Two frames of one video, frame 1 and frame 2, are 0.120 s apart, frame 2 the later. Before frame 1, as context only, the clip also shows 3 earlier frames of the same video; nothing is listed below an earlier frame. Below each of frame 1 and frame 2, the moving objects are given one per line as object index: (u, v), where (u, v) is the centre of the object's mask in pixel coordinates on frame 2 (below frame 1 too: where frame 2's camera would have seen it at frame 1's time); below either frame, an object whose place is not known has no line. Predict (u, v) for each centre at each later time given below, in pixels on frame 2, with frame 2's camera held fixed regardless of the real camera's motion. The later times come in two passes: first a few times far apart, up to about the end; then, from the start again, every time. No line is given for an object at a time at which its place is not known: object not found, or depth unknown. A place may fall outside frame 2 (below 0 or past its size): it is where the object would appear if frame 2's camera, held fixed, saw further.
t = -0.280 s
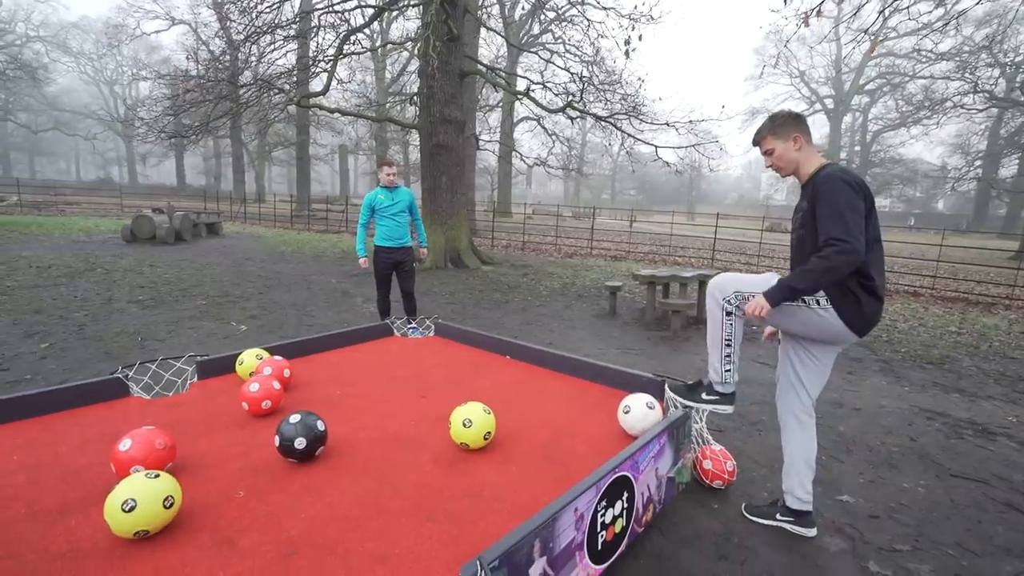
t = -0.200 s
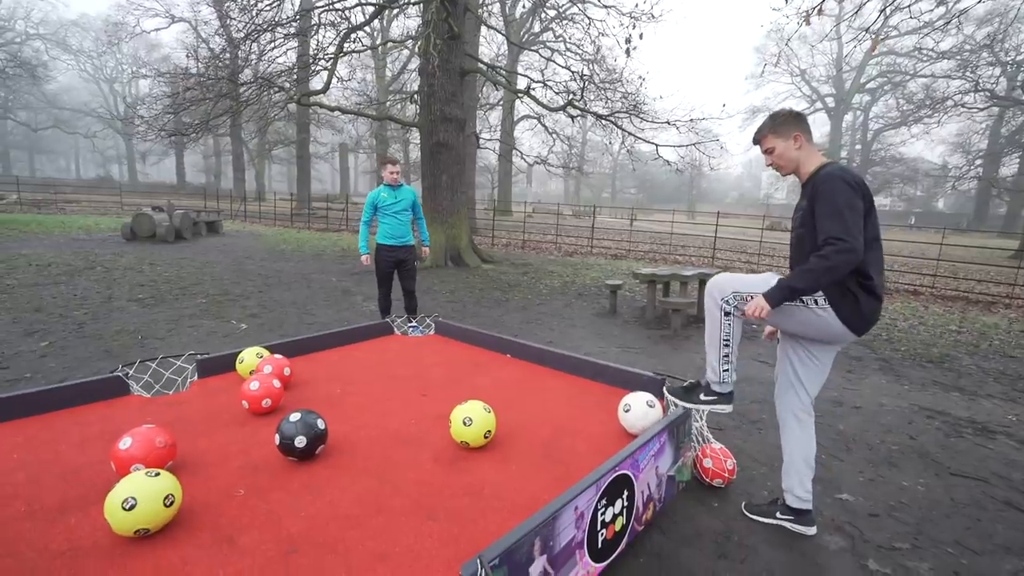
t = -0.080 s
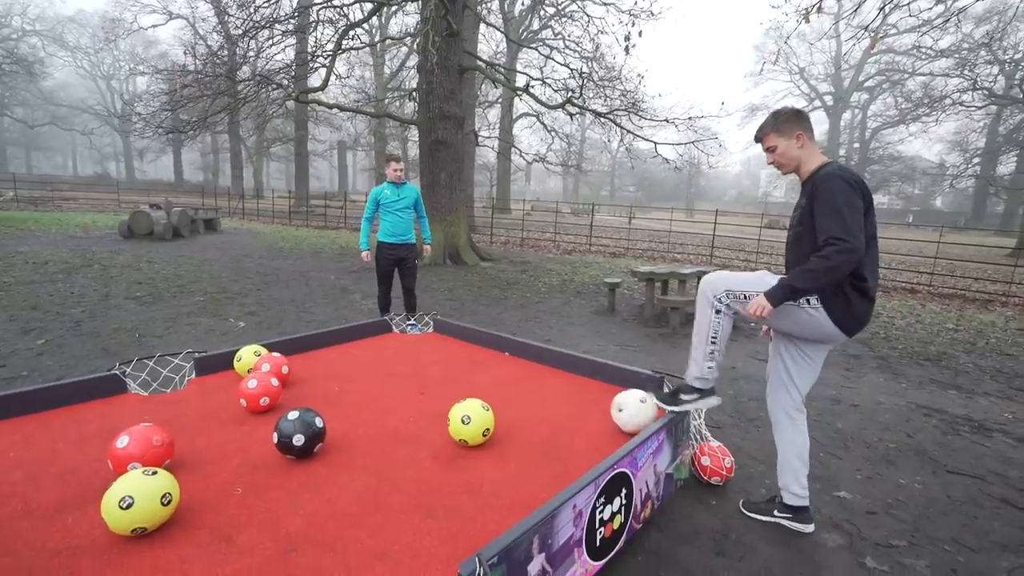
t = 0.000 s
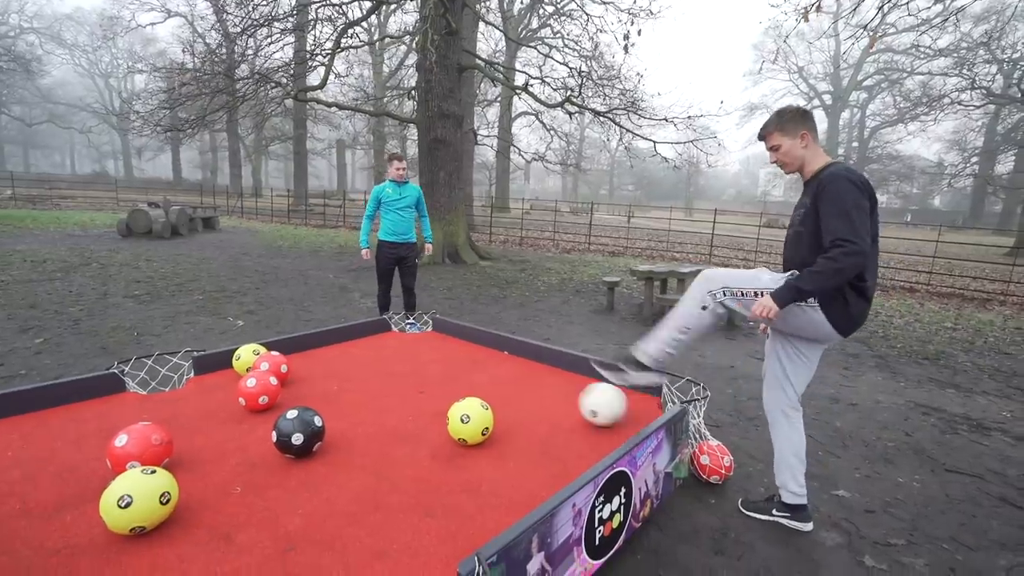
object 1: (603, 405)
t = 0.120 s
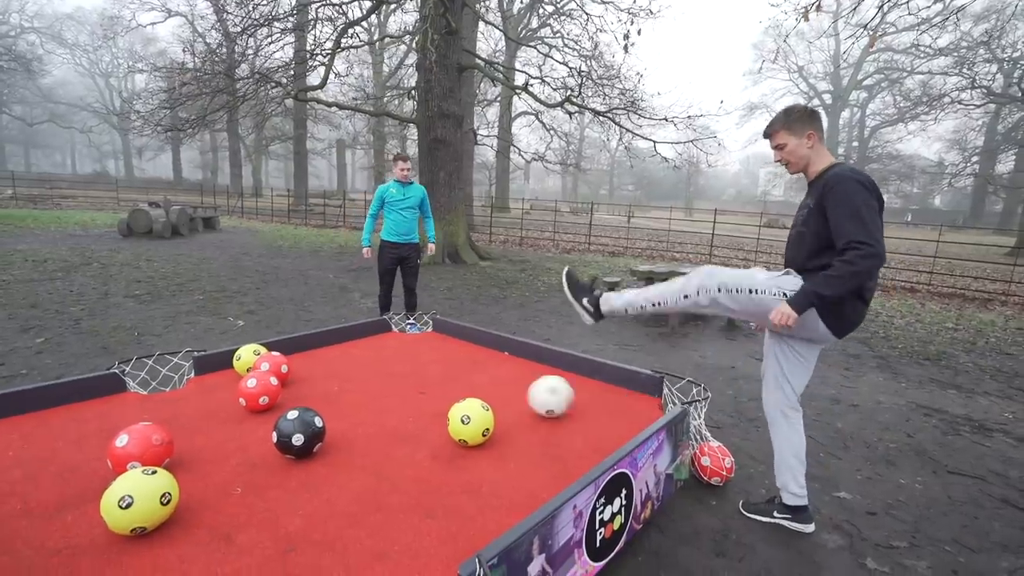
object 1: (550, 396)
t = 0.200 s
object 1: (517, 390)
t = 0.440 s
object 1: (433, 375)
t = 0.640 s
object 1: (373, 364)
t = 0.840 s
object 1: (320, 355)
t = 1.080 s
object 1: (276, 343)
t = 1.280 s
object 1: (277, 346)
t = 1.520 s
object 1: (272, 346)
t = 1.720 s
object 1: (270, 347)
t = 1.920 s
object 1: (266, 348)
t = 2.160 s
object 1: (264, 348)
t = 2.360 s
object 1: (266, 348)
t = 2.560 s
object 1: (265, 348)
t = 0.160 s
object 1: (534, 393)
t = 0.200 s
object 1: (517, 390)
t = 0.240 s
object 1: (502, 388)
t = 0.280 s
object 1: (488, 384)
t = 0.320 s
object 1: (473, 381)
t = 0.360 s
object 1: (459, 379)
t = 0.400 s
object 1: (446, 377)
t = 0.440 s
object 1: (433, 375)
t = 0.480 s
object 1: (419, 372)
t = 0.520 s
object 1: (407, 370)
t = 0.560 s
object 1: (395, 368)
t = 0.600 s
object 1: (384, 366)
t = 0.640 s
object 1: (373, 364)
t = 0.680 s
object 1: (362, 362)
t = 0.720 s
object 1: (351, 361)
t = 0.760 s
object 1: (340, 358)
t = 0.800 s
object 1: (330, 357)
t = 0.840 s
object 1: (320, 355)
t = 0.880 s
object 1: (310, 354)
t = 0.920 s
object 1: (301, 351)
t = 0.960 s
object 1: (293, 349)
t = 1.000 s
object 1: (284, 346)
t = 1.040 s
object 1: (276, 343)
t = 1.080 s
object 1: (276, 343)
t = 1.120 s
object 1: (276, 343)
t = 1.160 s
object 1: (278, 345)
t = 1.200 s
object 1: (278, 345)
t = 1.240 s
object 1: (278, 346)
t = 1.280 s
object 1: (277, 346)
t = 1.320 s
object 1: (276, 346)
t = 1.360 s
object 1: (275, 346)
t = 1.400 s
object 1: (275, 346)
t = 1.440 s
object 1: (273, 346)
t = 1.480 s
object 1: (272, 347)
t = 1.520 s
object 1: (272, 346)
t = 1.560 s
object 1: (271, 347)
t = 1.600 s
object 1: (271, 347)
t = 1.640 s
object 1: (270, 346)
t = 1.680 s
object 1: (270, 347)
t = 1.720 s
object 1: (270, 347)
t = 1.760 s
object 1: (269, 347)
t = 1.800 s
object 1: (268, 347)
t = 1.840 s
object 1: (268, 347)
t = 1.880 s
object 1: (267, 348)
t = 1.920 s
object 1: (266, 348)
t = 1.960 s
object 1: (265, 348)
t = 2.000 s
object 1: (265, 348)
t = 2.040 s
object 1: (264, 348)
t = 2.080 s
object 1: (264, 349)
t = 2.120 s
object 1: (264, 349)
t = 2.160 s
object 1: (264, 348)
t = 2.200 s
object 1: (265, 348)
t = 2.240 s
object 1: (265, 348)
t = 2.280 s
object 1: (266, 348)
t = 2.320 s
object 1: (266, 348)
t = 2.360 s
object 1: (266, 348)
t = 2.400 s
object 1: (266, 348)
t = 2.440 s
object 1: (266, 348)
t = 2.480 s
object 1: (266, 348)
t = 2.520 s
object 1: (266, 348)
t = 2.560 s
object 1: (265, 348)
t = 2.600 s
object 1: (265, 348)
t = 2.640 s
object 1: (265, 348)
